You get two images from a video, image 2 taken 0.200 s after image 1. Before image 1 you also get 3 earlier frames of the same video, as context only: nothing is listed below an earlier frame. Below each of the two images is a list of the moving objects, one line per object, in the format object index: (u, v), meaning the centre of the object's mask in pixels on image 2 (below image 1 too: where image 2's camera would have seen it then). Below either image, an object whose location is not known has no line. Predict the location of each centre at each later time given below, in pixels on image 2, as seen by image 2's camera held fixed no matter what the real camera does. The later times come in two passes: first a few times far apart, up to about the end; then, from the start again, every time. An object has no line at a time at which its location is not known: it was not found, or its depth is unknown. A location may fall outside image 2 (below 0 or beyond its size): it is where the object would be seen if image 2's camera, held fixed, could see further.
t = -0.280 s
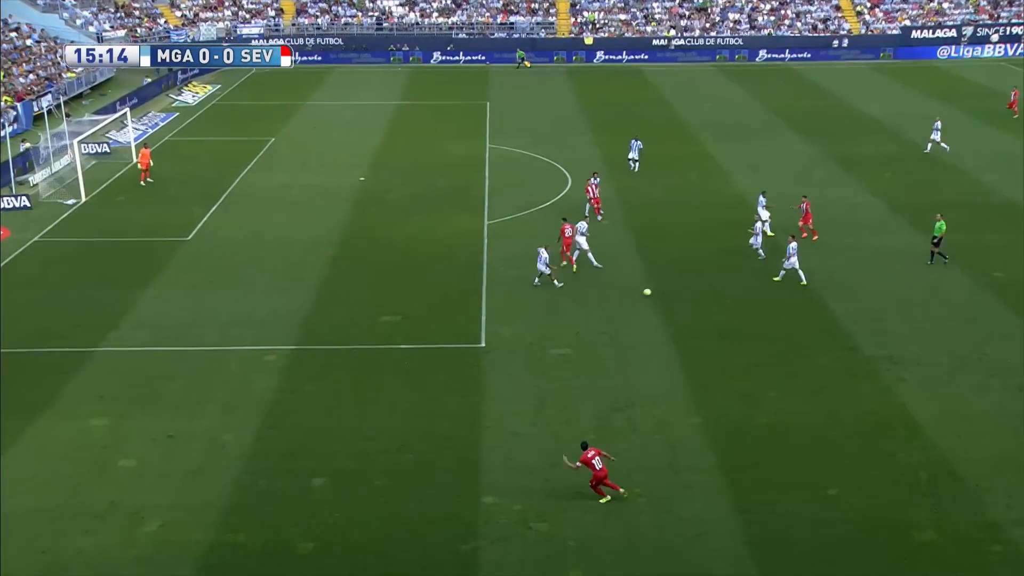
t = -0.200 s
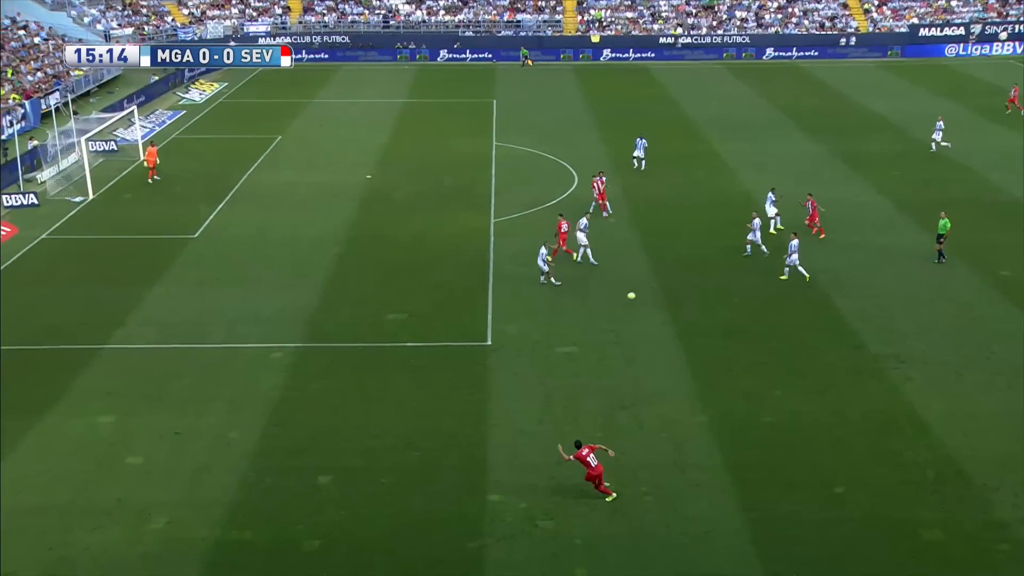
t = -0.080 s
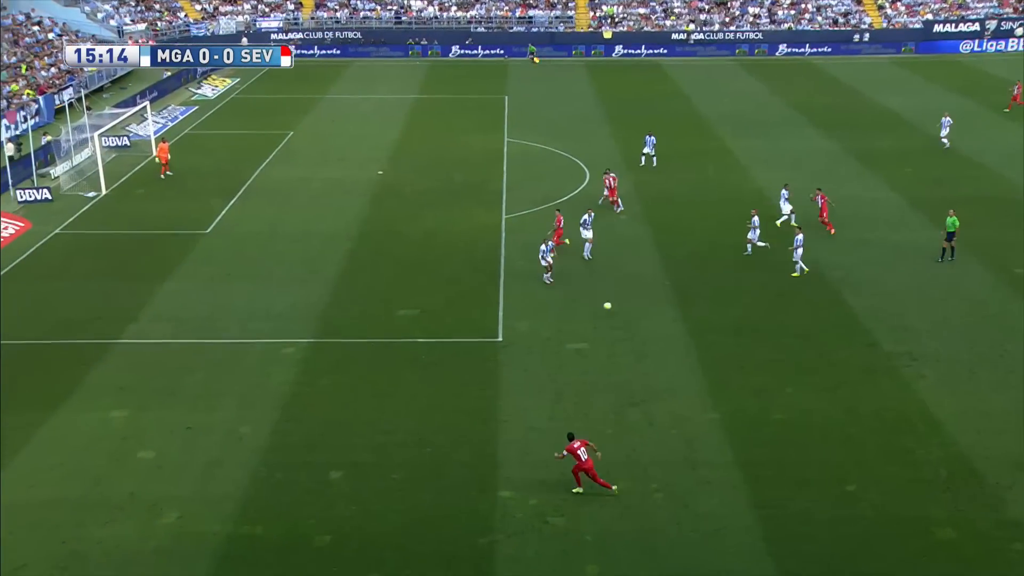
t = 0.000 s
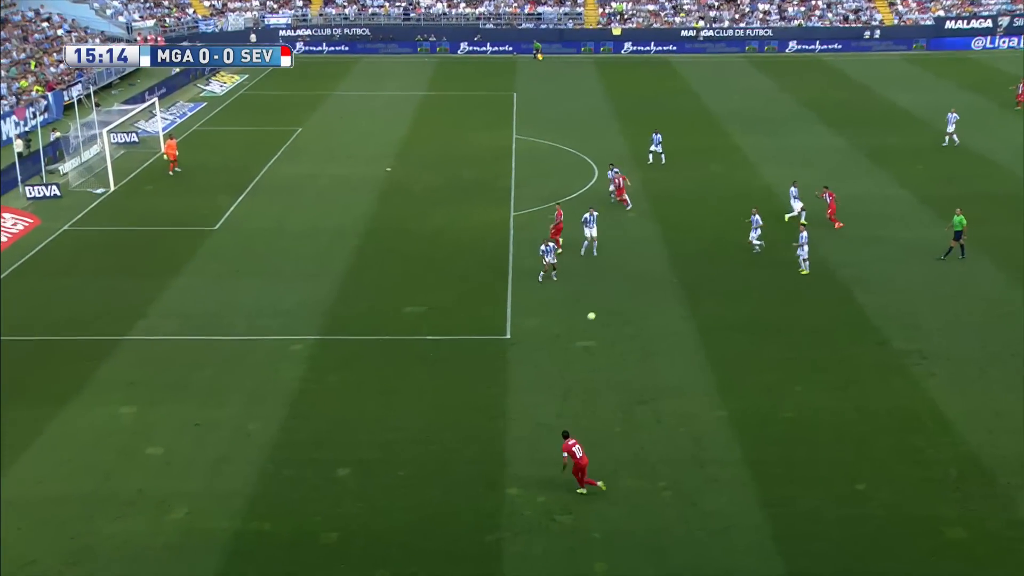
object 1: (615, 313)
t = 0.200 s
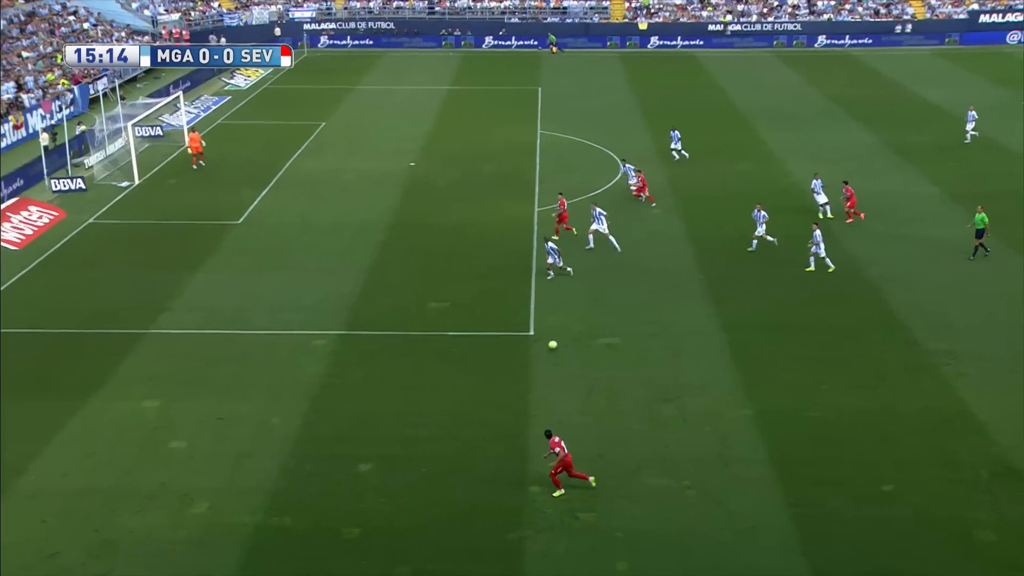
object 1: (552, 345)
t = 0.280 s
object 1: (528, 351)
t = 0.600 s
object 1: (428, 396)
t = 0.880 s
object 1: (346, 433)
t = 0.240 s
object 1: (540, 347)
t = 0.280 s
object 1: (528, 351)
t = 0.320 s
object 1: (516, 355)
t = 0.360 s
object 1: (503, 360)
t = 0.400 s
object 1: (491, 366)
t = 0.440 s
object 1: (478, 372)
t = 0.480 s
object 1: (465, 379)
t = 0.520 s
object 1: (452, 388)
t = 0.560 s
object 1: (440, 394)
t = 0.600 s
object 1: (428, 396)
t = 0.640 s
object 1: (416, 400)
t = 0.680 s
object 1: (405, 403)
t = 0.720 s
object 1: (393, 408)
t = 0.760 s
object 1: (381, 413)
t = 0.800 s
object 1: (369, 420)
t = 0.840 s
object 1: (357, 427)
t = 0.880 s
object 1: (346, 433)
